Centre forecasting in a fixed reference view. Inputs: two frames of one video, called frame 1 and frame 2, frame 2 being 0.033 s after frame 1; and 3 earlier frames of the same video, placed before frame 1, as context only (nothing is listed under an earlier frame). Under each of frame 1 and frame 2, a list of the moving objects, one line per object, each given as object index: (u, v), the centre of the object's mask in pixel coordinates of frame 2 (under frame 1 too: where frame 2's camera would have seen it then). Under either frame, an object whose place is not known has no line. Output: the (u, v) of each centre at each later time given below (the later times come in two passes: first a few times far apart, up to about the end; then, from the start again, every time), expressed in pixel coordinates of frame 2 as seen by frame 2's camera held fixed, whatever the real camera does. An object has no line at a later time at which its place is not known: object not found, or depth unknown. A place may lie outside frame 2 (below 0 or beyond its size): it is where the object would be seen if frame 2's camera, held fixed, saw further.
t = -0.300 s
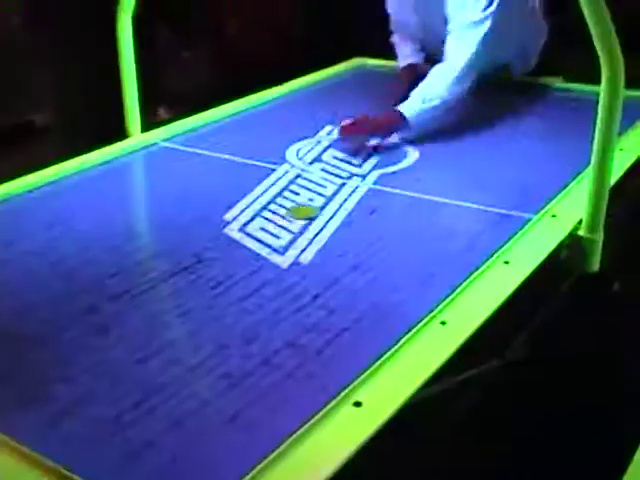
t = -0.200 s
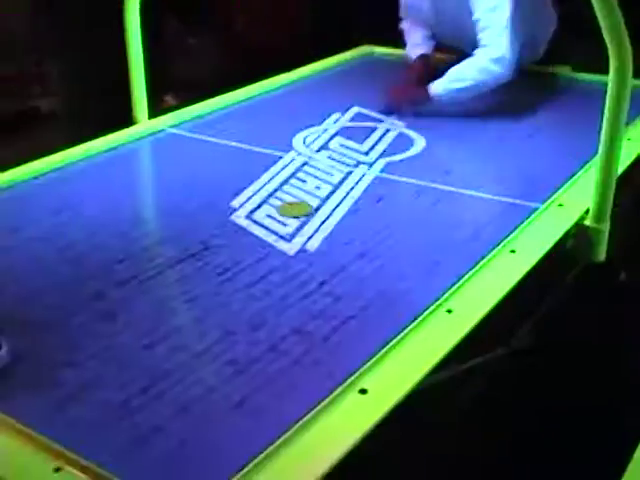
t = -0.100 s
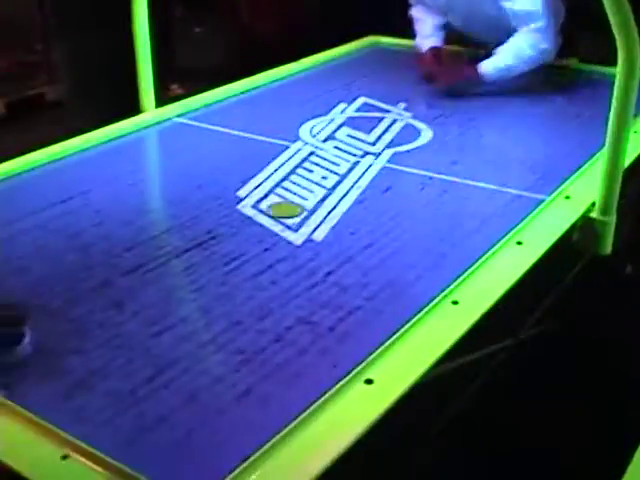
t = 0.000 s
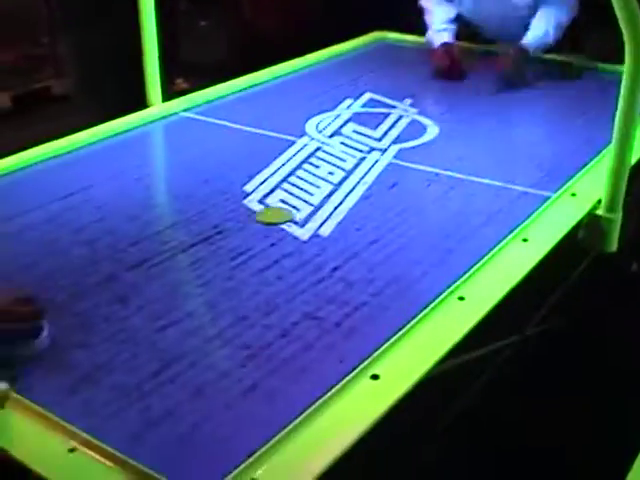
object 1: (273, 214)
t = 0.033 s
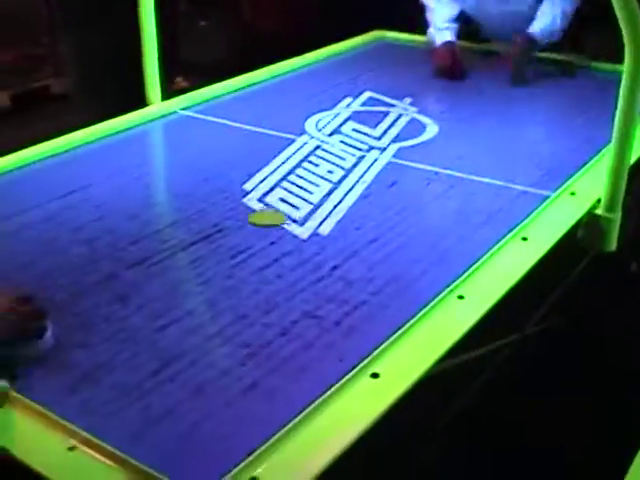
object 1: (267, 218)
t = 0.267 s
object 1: (223, 243)
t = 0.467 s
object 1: (180, 267)
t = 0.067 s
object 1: (262, 221)
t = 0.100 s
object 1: (255, 225)
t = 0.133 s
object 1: (249, 228)
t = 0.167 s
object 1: (242, 232)
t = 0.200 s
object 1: (236, 235)
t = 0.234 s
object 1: (230, 240)
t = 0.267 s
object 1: (223, 243)
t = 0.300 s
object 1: (216, 247)
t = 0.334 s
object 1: (209, 251)
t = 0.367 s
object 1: (202, 255)
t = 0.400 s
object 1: (194, 259)
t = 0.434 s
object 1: (188, 263)
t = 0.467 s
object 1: (180, 267)
